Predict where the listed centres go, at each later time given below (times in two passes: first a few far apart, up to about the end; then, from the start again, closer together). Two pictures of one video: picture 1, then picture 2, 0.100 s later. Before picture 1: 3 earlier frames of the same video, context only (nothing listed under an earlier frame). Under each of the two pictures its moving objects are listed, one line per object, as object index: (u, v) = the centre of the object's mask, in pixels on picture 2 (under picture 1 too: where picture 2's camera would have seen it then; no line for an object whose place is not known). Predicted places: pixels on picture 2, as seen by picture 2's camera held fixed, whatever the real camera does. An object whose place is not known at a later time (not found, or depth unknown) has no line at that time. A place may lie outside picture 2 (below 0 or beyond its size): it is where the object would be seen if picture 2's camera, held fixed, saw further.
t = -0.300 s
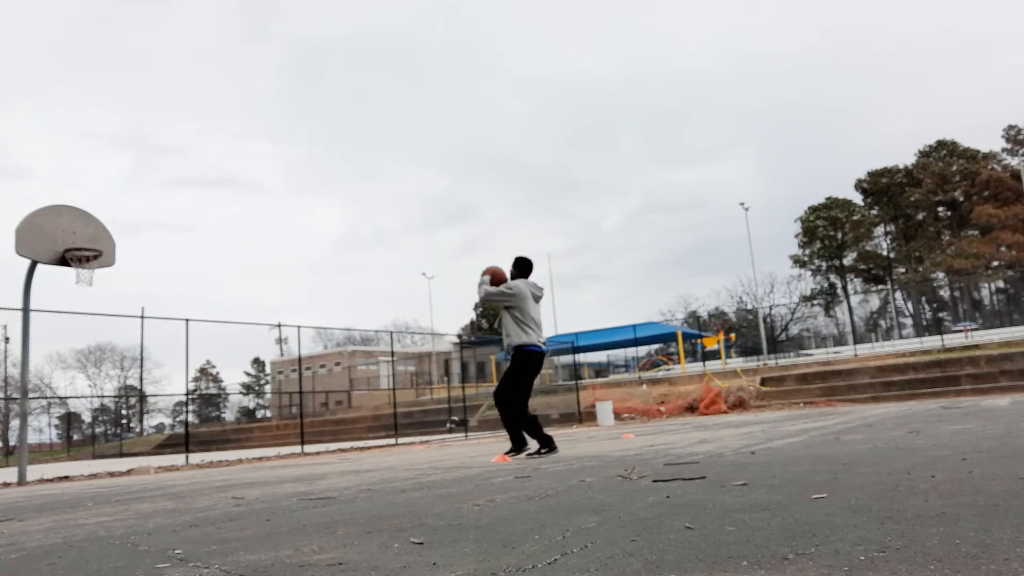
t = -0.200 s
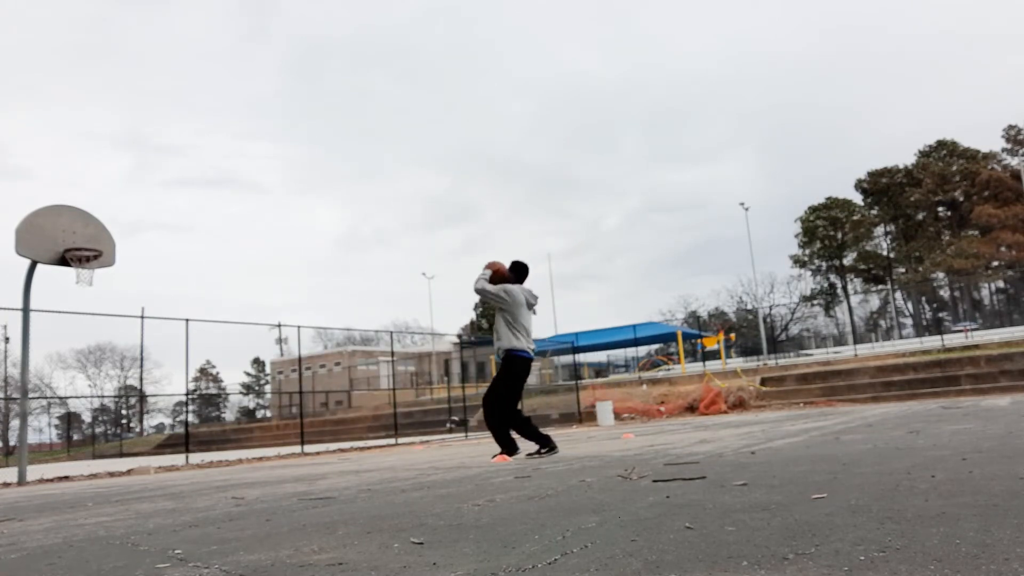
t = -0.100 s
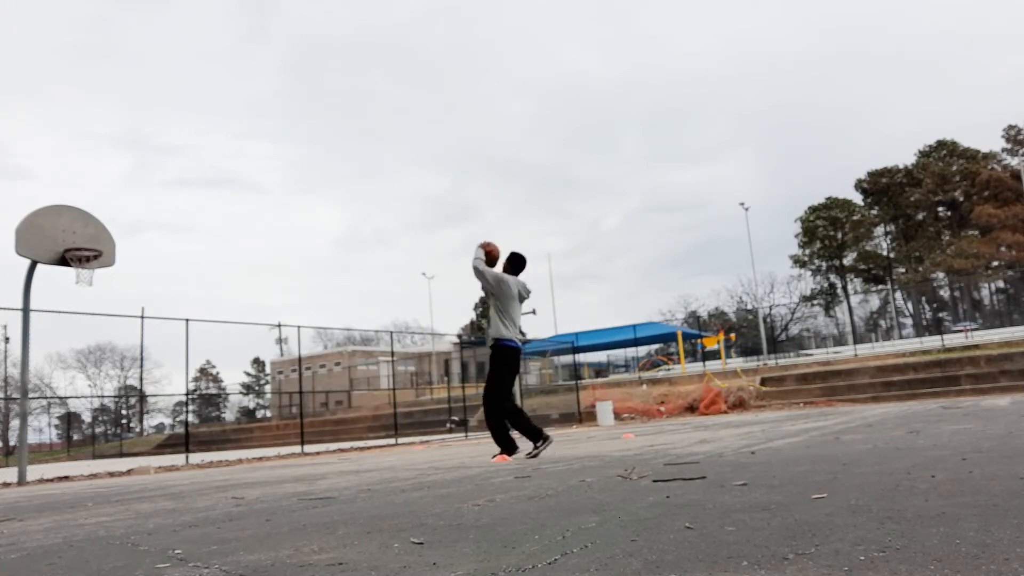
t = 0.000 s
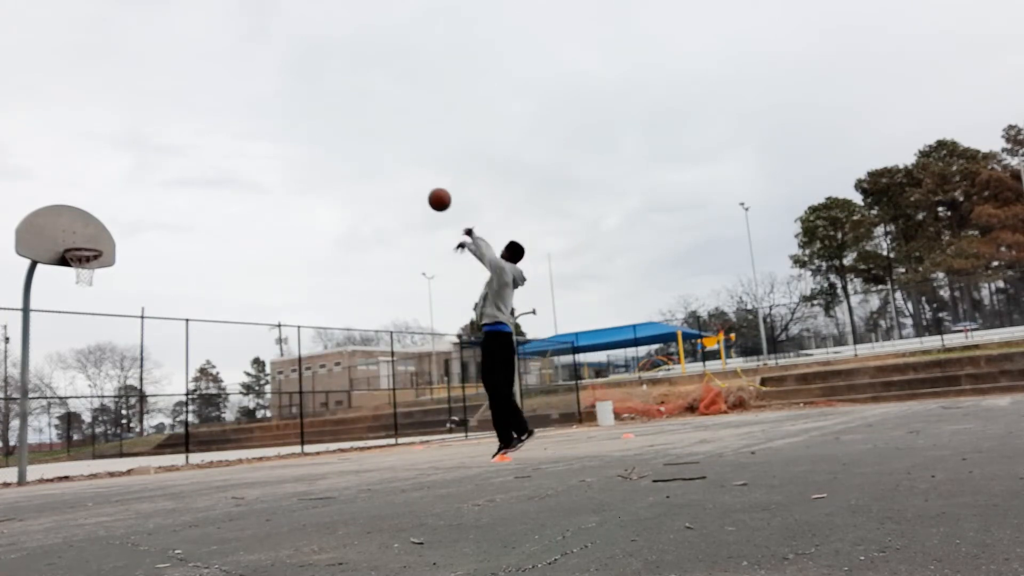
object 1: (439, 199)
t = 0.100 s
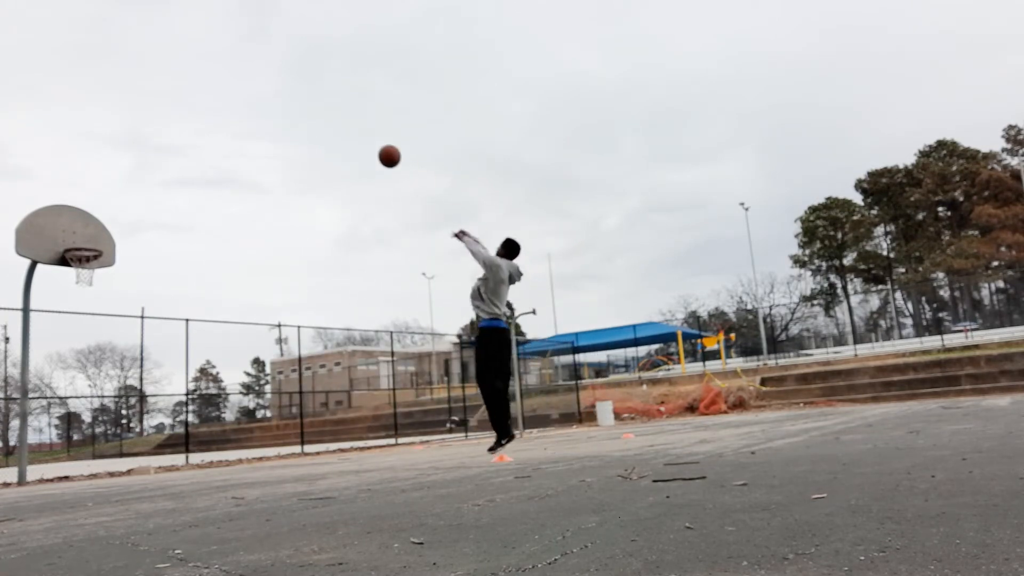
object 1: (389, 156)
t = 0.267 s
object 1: (318, 113)
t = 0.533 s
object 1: (227, 102)
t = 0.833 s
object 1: (143, 154)
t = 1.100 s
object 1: (78, 243)
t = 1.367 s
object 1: (96, 276)
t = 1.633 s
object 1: (113, 330)
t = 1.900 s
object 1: (130, 437)
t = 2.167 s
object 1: (140, 397)
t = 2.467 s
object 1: (147, 348)
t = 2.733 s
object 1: (153, 364)
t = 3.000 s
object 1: (160, 438)
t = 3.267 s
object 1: (167, 415)
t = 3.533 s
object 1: (173, 391)
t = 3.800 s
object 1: (180, 430)
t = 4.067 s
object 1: (187, 433)
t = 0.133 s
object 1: (374, 145)
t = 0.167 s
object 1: (359, 135)
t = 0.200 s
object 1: (345, 126)
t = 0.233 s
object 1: (331, 119)
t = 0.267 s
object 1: (318, 113)
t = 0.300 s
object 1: (306, 108)
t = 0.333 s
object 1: (293, 105)
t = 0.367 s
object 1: (281, 102)
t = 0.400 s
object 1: (270, 100)
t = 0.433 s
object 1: (258, 99)
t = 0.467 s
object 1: (248, 99)
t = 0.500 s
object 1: (237, 101)
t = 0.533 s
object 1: (227, 102)
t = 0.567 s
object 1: (217, 105)
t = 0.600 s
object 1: (207, 109)
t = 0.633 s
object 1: (197, 113)
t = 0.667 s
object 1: (188, 118)
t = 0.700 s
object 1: (179, 124)
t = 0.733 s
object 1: (170, 130)
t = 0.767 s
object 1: (161, 138)
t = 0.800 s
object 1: (152, 145)
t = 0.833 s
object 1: (143, 154)
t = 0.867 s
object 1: (135, 163)
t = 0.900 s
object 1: (126, 172)
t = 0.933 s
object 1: (118, 183)
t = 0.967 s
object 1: (110, 193)
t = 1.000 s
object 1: (102, 205)
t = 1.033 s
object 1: (93, 217)
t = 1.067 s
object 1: (86, 230)
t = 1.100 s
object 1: (78, 243)
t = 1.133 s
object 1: (75, 254)
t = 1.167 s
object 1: (76, 258)
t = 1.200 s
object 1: (80, 263)
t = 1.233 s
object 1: (82, 264)
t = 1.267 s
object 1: (88, 271)
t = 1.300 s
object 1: (91, 271)
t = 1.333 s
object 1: (94, 273)
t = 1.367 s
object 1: (96, 276)
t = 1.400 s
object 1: (98, 280)
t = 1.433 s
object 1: (100, 285)
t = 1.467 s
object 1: (102, 290)
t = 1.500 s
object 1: (105, 297)
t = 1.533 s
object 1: (107, 304)
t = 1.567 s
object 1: (109, 311)
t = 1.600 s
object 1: (111, 320)
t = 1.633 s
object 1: (113, 330)
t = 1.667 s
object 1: (115, 340)
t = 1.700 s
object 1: (118, 351)
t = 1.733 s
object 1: (120, 363)
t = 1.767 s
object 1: (122, 376)
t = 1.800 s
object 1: (124, 390)
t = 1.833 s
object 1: (127, 404)
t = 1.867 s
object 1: (128, 421)
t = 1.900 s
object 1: (130, 437)
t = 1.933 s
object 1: (133, 453)
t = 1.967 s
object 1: (135, 470)
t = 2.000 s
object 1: (136, 455)
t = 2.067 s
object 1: (138, 429)
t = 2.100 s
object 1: (138, 417)
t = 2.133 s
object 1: (139, 407)
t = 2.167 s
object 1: (140, 397)
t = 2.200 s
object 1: (141, 389)
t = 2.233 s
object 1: (142, 380)
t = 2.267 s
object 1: (142, 373)
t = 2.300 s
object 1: (143, 367)
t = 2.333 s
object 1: (144, 361)
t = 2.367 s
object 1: (145, 357)
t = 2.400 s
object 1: (146, 353)
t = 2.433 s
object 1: (146, 350)
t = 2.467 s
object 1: (147, 348)
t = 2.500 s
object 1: (148, 347)
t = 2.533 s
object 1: (149, 347)
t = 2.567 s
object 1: (150, 348)
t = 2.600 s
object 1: (150, 349)
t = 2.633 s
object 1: (151, 351)
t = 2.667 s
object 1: (152, 355)
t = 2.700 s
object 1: (152, 359)
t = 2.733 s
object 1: (153, 364)
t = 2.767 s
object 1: (155, 370)
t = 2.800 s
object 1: (155, 377)
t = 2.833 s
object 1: (156, 385)
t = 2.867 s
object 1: (156, 393)
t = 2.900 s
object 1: (157, 403)
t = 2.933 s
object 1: (158, 414)
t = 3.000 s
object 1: (160, 438)
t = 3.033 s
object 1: (161, 451)
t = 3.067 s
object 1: (161, 466)
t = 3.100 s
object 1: (162, 459)
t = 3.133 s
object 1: (163, 448)
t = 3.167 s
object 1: (164, 439)
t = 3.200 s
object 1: (165, 430)
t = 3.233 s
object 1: (166, 422)
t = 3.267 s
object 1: (167, 415)
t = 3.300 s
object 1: (168, 409)
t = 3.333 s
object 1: (169, 403)
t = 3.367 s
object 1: (169, 399)
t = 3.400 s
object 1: (170, 396)
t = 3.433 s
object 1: (171, 393)
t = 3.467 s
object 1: (172, 391)
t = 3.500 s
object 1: (173, 391)
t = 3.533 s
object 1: (173, 391)
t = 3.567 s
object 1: (174, 393)
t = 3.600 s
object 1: (175, 395)
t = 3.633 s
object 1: (176, 398)
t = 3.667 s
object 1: (177, 403)
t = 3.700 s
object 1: (177, 408)
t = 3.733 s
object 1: (178, 413)
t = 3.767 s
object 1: (179, 421)
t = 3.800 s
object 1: (180, 430)
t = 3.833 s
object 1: (181, 438)
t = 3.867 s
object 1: (182, 448)
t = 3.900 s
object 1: (183, 460)
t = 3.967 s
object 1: (185, 455)
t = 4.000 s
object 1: (186, 447)
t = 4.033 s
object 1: (187, 441)
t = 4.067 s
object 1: (187, 433)
